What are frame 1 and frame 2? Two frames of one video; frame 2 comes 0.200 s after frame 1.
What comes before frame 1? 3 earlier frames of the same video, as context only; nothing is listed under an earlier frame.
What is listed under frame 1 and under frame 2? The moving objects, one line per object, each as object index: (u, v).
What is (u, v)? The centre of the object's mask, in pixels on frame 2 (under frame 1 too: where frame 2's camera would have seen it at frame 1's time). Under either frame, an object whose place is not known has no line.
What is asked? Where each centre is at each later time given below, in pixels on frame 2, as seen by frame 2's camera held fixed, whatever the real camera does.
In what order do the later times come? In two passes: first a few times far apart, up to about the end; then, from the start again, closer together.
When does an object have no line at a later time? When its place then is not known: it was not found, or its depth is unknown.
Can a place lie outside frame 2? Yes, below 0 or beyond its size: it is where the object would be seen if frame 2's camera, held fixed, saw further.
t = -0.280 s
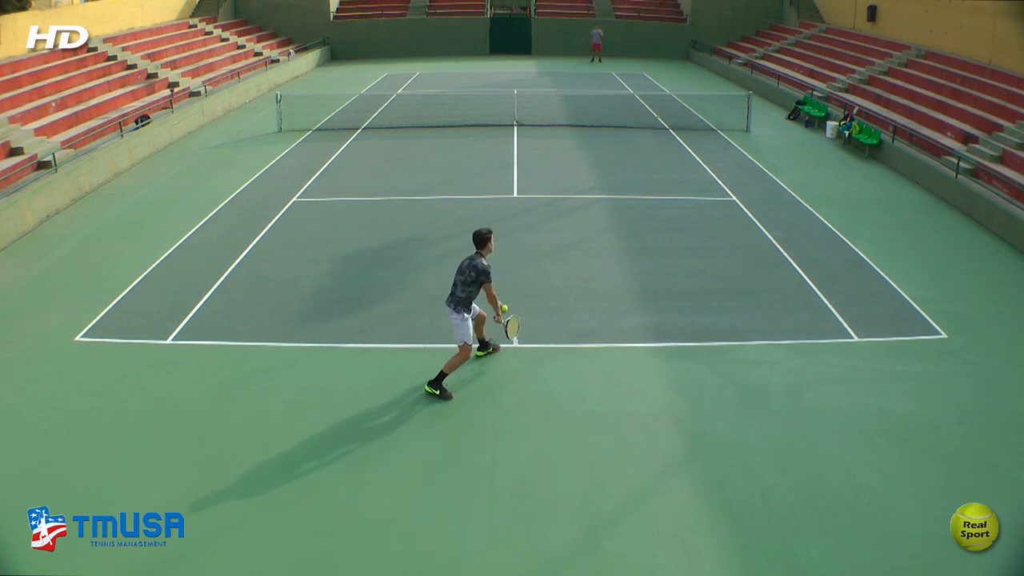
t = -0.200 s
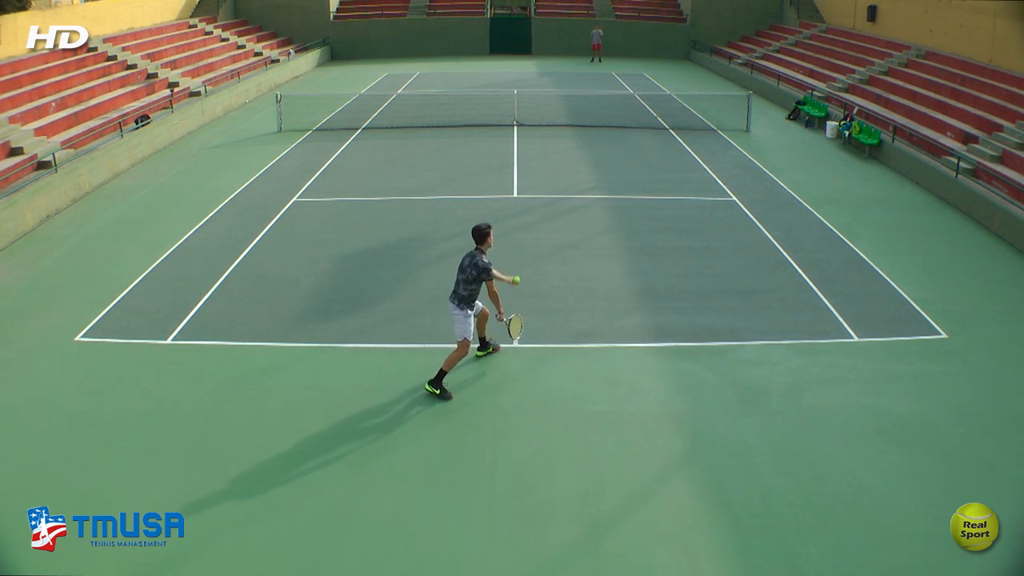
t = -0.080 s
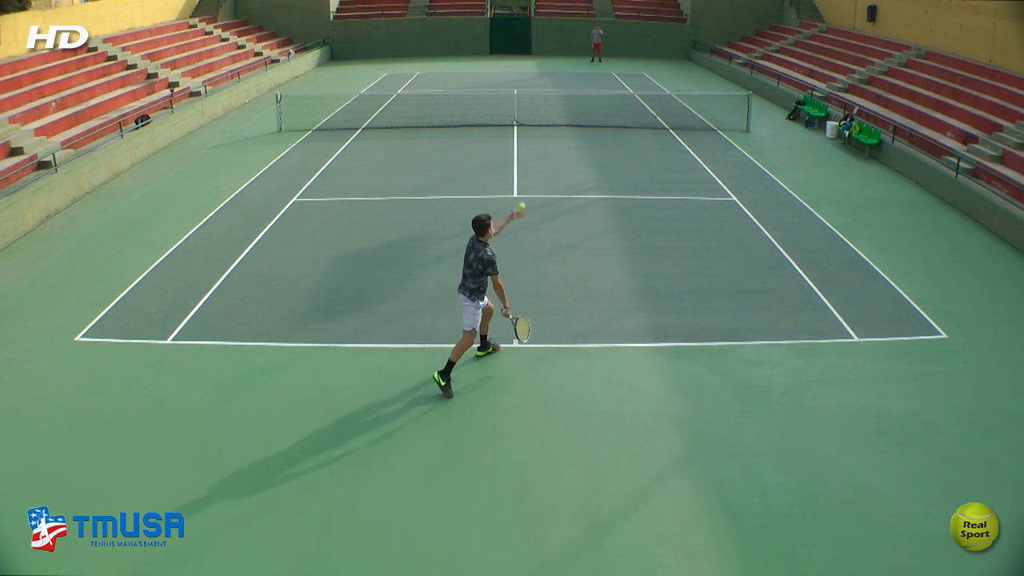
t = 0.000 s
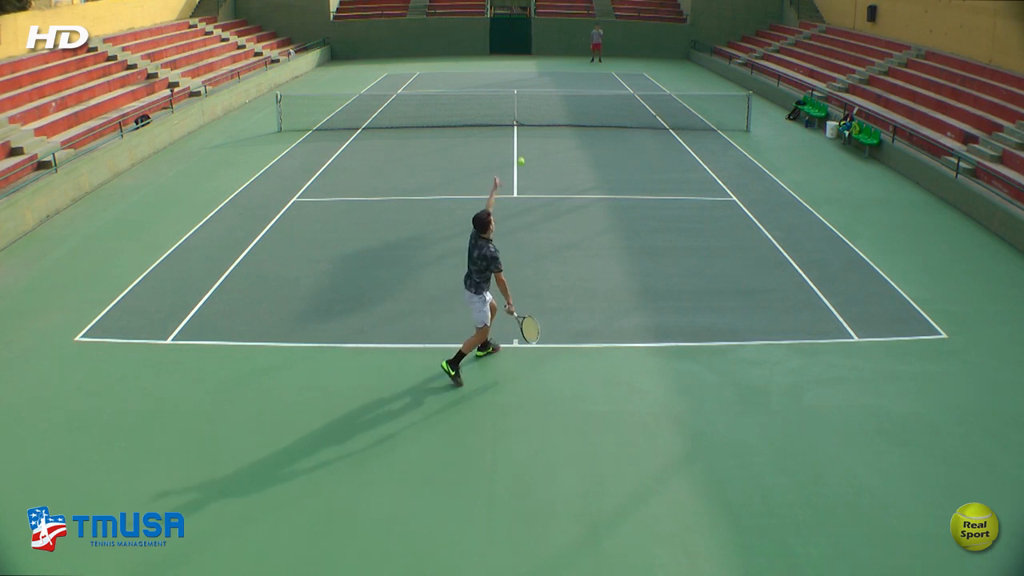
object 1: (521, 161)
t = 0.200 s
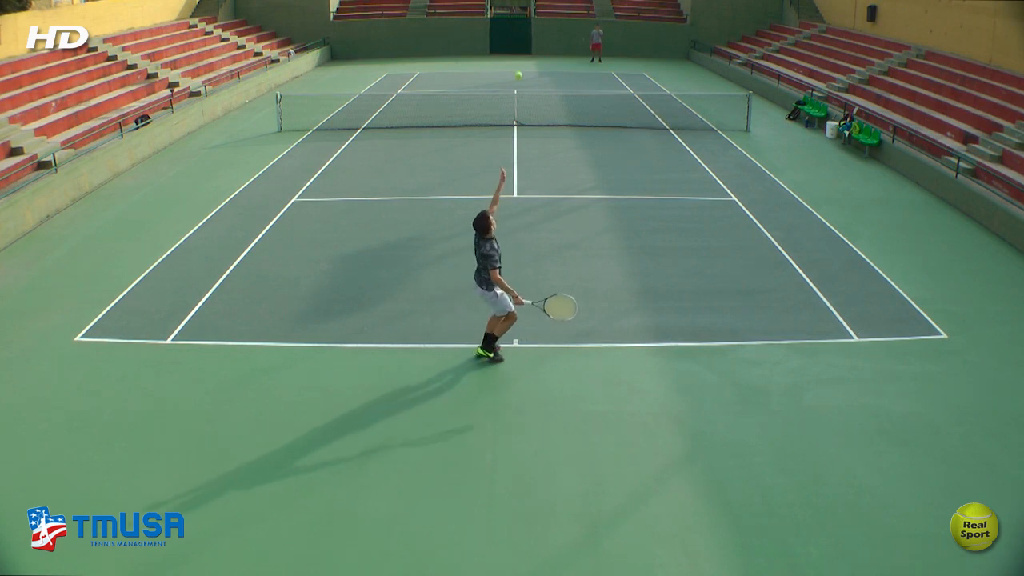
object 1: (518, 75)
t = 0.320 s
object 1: (517, 42)
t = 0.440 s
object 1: (516, 23)
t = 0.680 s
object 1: (513, 27)
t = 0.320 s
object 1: (517, 42)
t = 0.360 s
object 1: (516, 34)
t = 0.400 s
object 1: (516, 28)
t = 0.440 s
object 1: (516, 23)
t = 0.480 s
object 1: (515, 20)
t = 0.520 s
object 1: (514, 18)
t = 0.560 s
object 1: (514, 18)
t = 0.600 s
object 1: (514, 20)
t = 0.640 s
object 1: (513, 22)
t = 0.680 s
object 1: (513, 27)
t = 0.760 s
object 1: (512, 40)
